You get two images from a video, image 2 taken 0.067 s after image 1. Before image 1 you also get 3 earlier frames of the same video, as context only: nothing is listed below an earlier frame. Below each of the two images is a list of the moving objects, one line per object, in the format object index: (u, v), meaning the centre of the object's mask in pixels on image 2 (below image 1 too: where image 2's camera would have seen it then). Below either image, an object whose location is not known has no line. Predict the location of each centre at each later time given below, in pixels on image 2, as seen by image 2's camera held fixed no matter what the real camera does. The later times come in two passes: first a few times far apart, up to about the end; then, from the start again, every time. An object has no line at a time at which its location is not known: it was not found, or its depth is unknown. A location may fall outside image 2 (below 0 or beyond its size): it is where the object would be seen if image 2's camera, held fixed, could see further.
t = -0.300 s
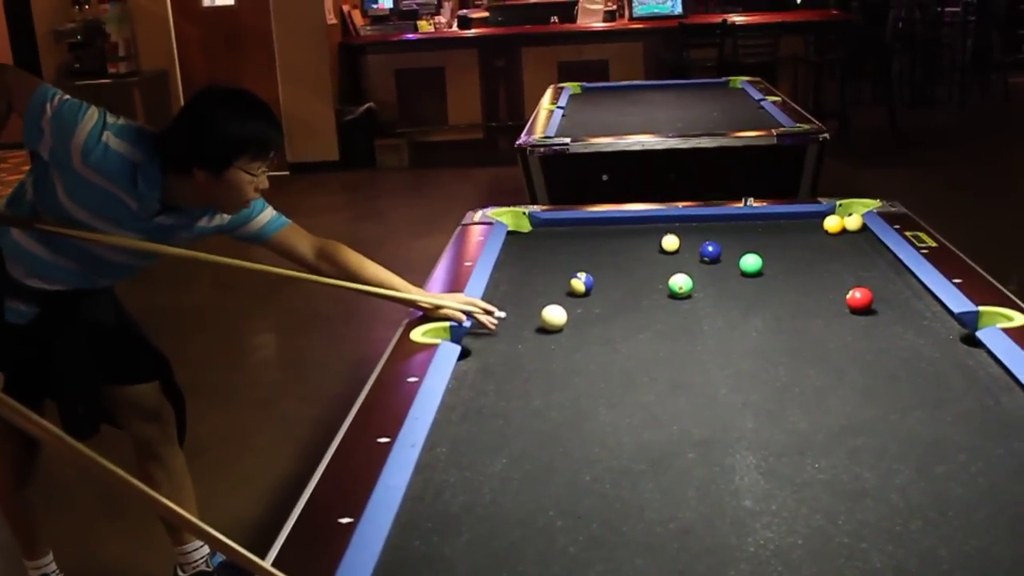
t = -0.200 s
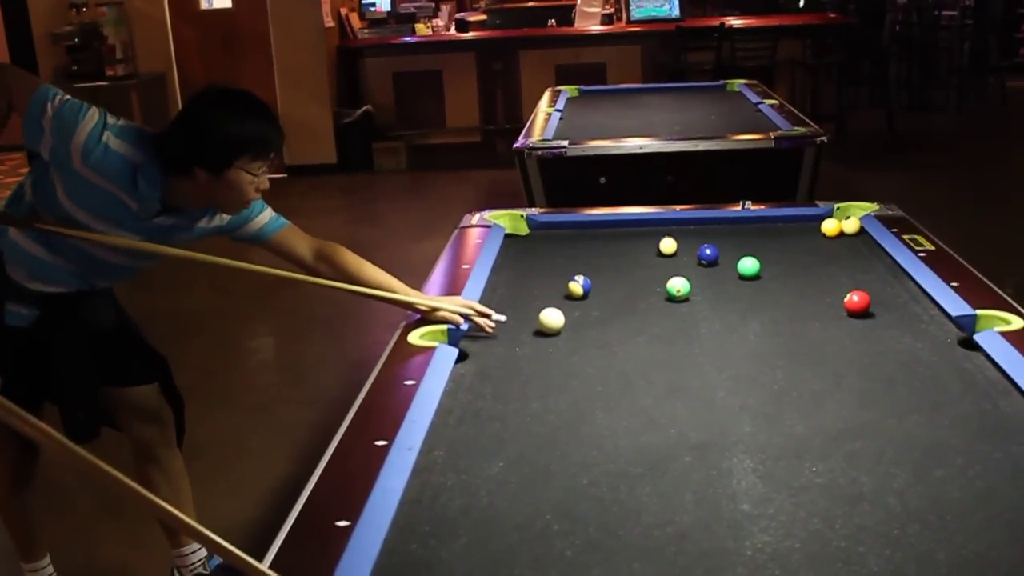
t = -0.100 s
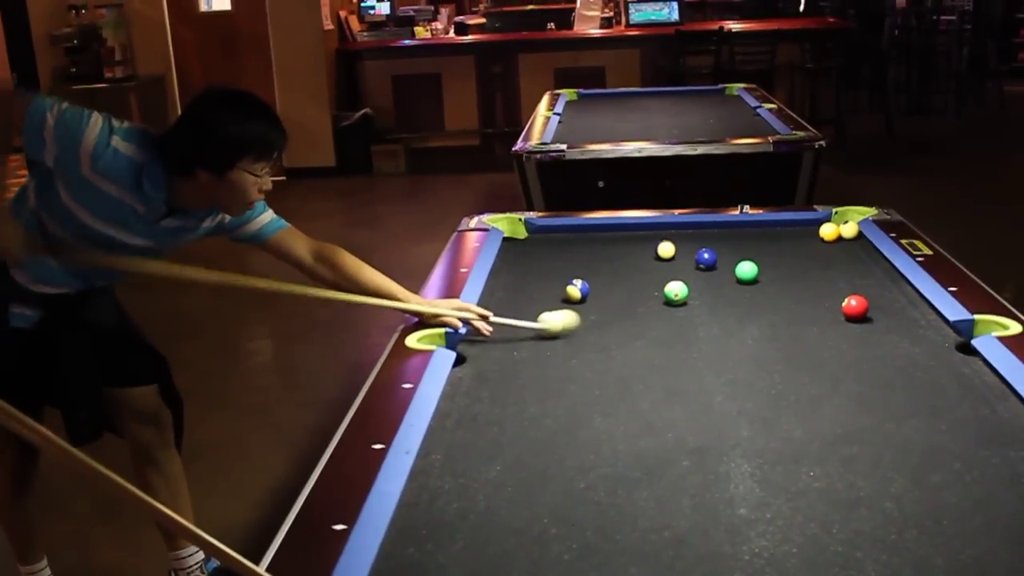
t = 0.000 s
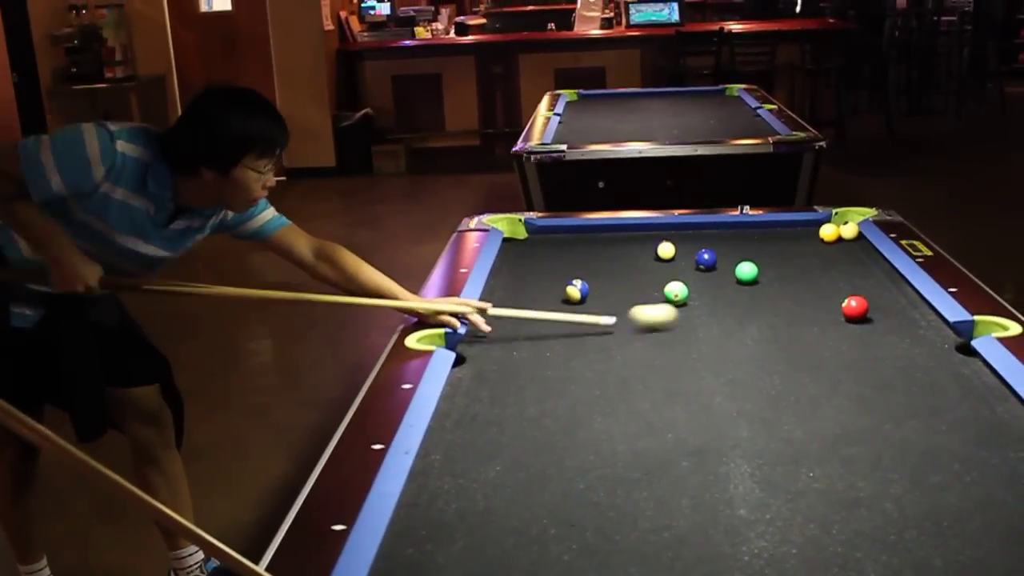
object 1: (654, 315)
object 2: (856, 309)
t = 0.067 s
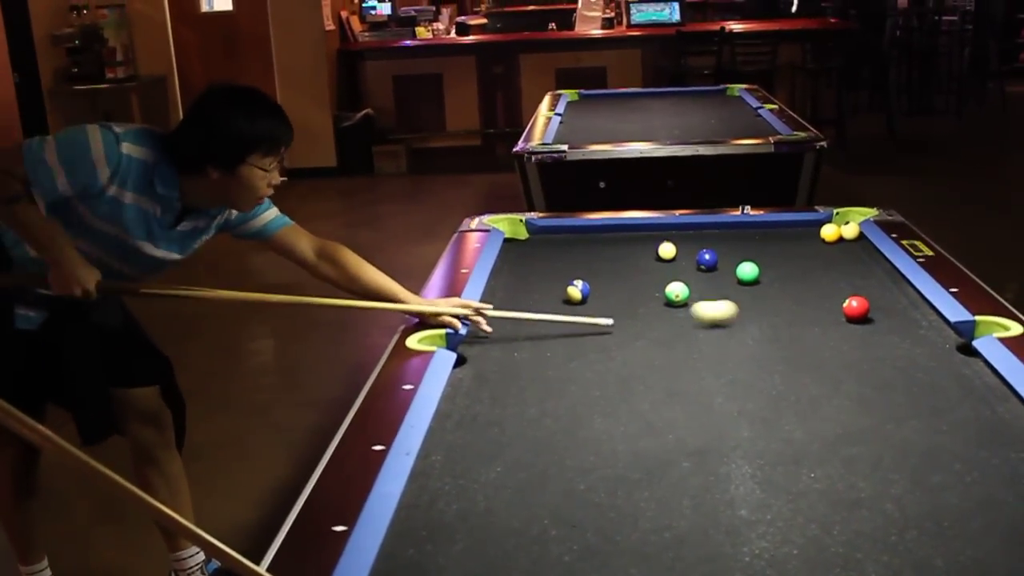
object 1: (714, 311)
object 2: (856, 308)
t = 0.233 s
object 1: (834, 302)
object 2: (864, 308)
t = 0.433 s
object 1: (884, 284)
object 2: (924, 320)
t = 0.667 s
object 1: (864, 275)
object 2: (894, 329)
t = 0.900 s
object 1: (828, 268)
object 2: (864, 337)
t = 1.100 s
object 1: (801, 263)
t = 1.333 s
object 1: (773, 257)
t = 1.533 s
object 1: (751, 251)
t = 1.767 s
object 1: (729, 247)
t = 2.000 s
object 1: (710, 242)
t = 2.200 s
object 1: (695, 239)
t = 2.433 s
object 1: (680, 235)
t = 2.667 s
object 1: (668, 232)
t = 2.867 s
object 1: (659, 230)
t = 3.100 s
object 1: (650, 228)
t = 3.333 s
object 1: (647, 229)
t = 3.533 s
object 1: (646, 230)
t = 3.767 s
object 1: (644, 231)
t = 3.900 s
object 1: (644, 231)
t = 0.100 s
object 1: (742, 309)
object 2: (856, 308)
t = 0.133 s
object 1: (769, 307)
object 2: (856, 308)
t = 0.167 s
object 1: (795, 305)
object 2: (856, 309)
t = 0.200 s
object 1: (819, 304)
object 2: (856, 309)
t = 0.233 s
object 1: (834, 302)
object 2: (864, 308)
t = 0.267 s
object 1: (841, 298)
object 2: (881, 311)
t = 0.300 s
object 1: (849, 295)
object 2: (897, 313)
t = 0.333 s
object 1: (858, 292)
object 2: (912, 315)
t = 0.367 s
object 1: (867, 290)
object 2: (926, 318)
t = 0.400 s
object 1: (876, 287)
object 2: (928, 319)
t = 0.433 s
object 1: (884, 284)
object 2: (924, 320)
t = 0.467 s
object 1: (893, 282)
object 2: (918, 322)
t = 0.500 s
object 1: (893, 280)
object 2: (915, 322)
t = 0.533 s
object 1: (886, 279)
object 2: (910, 324)
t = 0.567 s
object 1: (880, 278)
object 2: (906, 325)
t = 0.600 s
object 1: (874, 277)
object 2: (902, 326)
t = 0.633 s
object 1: (869, 276)
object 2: (898, 328)
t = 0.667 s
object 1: (864, 275)
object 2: (894, 329)
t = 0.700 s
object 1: (858, 274)
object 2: (889, 329)
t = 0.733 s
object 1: (853, 273)
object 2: (885, 331)
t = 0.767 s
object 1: (847, 272)
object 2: (881, 332)
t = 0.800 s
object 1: (843, 271)
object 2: (877, 333)
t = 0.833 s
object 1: (838, 270)
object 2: (872, 335)
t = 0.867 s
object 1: (832, 269)
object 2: (868, 335)
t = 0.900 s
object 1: (828, 268)
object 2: (864, 337)
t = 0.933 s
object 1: (823, 267)
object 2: (860, 338)
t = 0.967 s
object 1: (819, 266)
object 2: (856, 340)
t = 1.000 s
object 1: (814, 265)
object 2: (852, 341)
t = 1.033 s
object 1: (809, 264)
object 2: (848, 342)
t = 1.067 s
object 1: (805, 263)
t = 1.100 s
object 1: (801, 263)
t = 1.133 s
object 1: (797, 262)
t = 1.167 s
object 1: (793, 261)
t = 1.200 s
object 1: (789, 260)
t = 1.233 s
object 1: (784, 259)
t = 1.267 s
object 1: (780, 258)
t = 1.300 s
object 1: (777, 257)
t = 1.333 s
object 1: (773, 257)
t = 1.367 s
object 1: (769, 256)
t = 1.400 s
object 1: (765, 255)
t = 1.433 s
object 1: (762, 254)
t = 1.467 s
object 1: (758, 253)
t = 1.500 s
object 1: (755, 252)
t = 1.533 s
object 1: (751, 251)
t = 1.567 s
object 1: (748, 251)
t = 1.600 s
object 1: (745, 250)
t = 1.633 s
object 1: (742, 250)
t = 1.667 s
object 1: (738, 249)
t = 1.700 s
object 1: (735, 248)
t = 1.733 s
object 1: (732, 248)
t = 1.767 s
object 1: (729, 247)
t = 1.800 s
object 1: (726, 246)
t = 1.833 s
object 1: (723, 246)
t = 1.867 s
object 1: (721, 245)
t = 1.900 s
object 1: (718, 244)
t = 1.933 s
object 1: (715, 243)
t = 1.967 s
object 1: (713, 243)
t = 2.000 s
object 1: (710, 242)
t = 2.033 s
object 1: (707, 241)
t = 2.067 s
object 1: (705, 241)
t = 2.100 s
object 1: (702, 240)
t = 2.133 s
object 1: (700, 240)
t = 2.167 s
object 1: (698, 240)
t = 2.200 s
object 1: (695, 239)
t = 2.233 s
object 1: (693, 238)
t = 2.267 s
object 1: (691, 238)
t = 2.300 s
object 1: (688, 237)
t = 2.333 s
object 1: (686, 237)
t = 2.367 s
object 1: (684, 237)
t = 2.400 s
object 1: (682, 236)
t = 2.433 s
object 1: (680, 235)
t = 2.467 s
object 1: (678, 235)
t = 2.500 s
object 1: (676, 234)
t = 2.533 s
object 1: (675, 234)
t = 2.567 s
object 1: (673, 233)
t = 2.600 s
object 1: (671, 233)
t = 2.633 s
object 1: (669, 232)
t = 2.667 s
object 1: (668, 232)
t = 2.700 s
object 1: (666, 232)
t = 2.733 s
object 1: (664, 231)
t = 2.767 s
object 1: (663, 231)
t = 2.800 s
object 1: (662, 231)
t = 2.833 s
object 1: (660, 230)
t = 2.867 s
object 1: (659, 230)
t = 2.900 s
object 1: (657, 229)
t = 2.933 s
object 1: (656, 229)
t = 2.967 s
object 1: (655, 229)
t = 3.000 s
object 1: (653, 228)
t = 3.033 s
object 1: (652, 228)
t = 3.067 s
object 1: (651, 228)
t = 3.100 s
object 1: (650, 228)
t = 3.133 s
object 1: (650, 228)
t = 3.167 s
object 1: (649, 228)
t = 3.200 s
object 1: (649, 228)
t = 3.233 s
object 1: (648, 229)
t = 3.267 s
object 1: (648, 229)
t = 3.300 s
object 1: (648, 229)
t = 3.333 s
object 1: (647, 229)
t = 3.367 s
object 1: (647, 229)
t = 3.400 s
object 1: (647, 229)
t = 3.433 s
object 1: (646, 230)
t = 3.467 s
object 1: (646, 230)
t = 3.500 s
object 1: (646, 230)
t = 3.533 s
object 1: (646, 230)
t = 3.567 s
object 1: (645, 230)
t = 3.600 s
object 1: (645, 230)
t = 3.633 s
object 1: (645, 230)
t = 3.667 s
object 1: (645, 231)
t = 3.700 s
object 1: (644, 231)
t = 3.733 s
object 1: (644, 231)
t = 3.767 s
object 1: (644, 231)
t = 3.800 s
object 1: (644, 231)
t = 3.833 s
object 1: (644, 231)
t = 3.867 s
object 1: (644, 231)
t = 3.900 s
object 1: (644, 231)
